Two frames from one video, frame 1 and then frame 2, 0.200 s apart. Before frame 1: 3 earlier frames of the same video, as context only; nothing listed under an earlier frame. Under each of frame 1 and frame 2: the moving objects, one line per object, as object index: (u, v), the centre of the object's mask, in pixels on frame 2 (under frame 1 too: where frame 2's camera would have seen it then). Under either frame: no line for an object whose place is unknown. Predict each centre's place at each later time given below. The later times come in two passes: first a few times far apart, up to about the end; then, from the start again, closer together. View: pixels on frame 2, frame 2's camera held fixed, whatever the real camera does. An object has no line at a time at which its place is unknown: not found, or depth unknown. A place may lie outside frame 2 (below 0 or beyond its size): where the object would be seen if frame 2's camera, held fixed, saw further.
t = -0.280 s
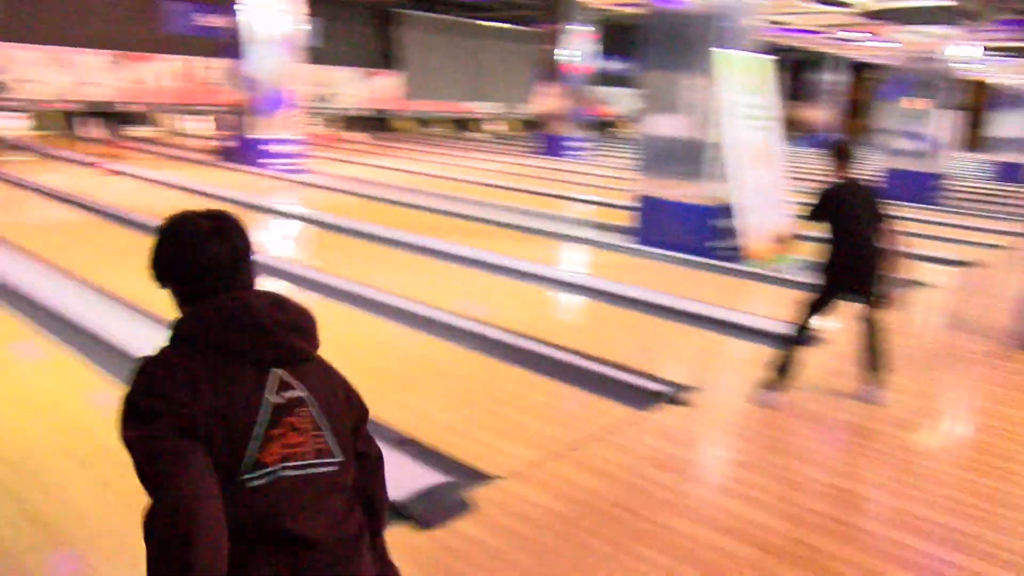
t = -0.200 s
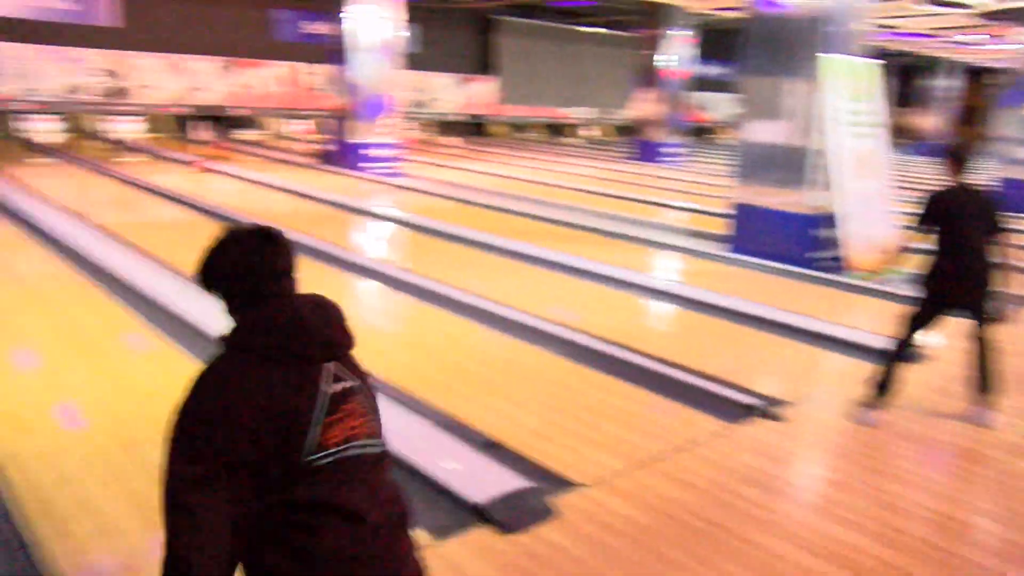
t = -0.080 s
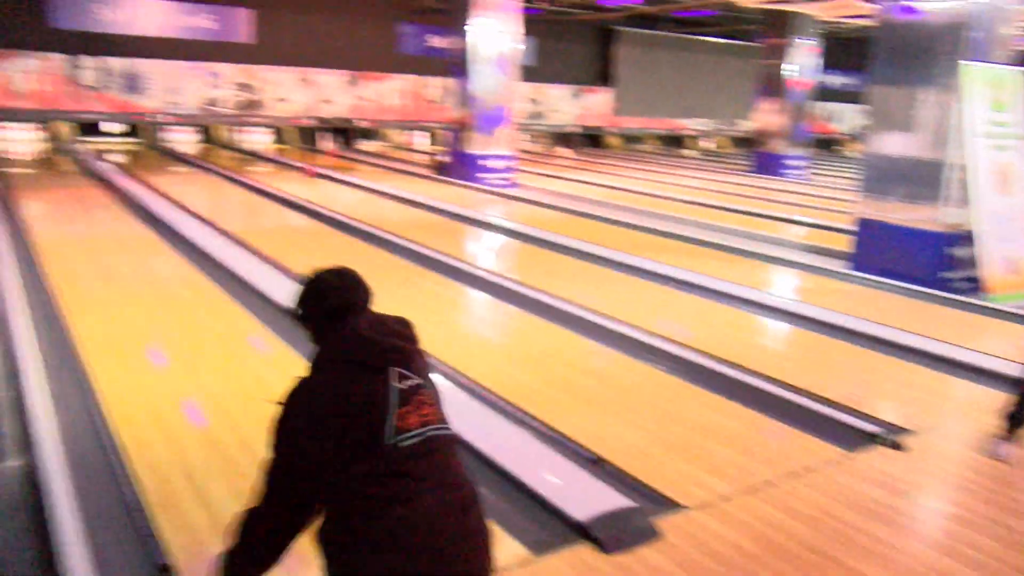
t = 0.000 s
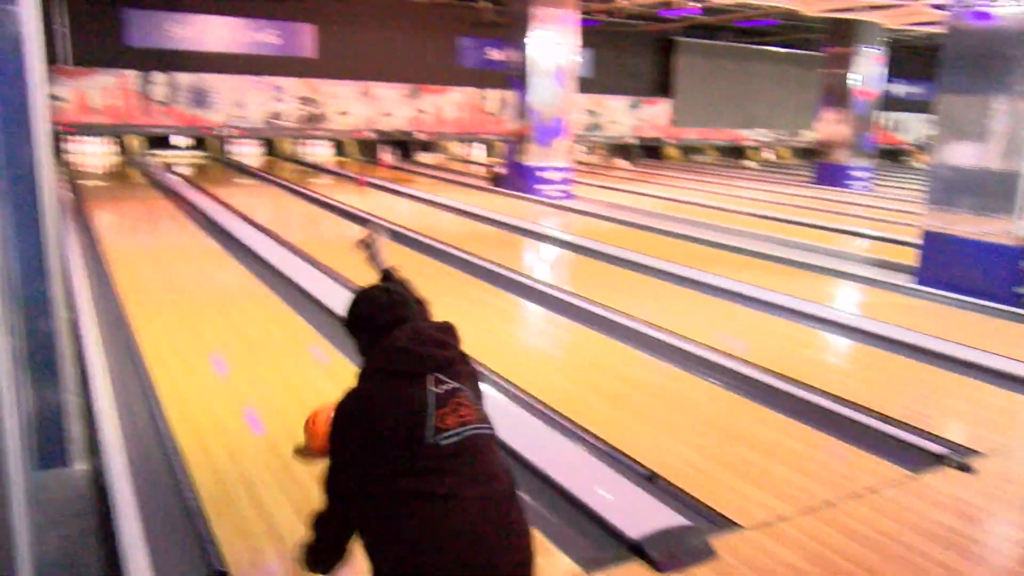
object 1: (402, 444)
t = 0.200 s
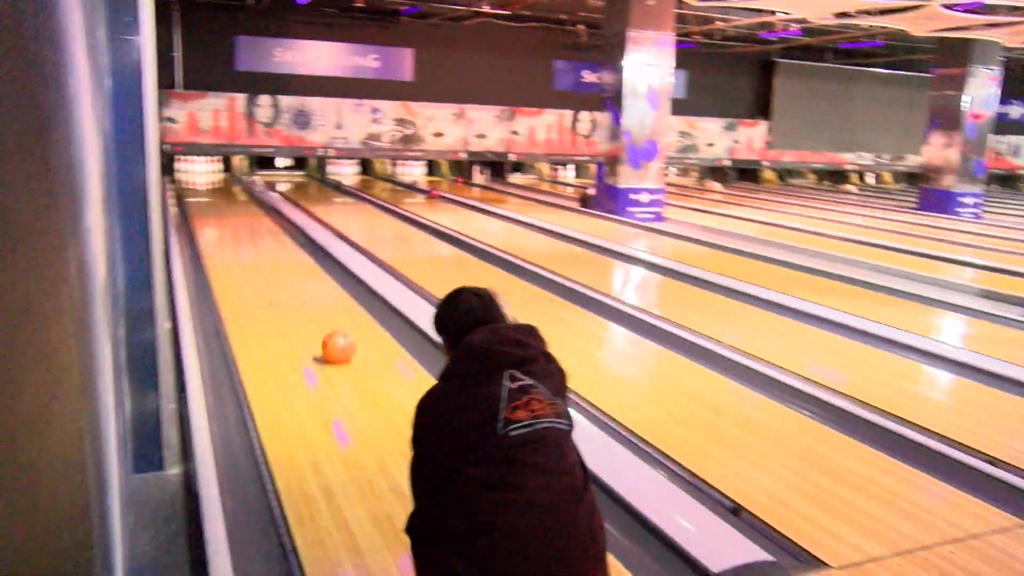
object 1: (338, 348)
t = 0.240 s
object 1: (328, 335)
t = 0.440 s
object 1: (291, 288)
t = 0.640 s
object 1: (268, 257)
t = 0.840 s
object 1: (251, 235)
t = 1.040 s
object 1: (241, 218)
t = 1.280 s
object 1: (230, 203)
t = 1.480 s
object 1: (222, 194)
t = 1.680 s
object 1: (217, 186)
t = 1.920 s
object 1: (211, 179)
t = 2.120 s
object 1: (206, 174)
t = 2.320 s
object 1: (206, 169)
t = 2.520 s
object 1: (212, 168)
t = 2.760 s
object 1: (220, 168)
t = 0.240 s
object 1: (328, 335)
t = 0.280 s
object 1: (319, 324)
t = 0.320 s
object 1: (311, 313)
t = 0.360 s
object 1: (305, 304)
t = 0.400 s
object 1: (298, 295)
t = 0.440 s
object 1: (291, 288)
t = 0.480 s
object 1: (286, 280)
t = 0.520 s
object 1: (281, 274)
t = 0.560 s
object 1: (276, 268)
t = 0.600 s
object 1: (272, 262)
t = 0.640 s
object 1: (268, 257)
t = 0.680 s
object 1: (264, 252)
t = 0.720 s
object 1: (261, 247)
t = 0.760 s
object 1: (257, 242)
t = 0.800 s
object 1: (254, 239)
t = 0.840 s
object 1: (251, 235)
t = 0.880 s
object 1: (249, 231)
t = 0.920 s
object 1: (246, 227)
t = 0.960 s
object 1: (244, 224)
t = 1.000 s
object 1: (242, 221)
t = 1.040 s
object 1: (241, 218)
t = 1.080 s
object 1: (238, 215)
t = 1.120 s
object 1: (237, 212)
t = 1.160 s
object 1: (235, 209)
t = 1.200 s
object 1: (232, 207)
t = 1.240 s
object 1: (231, 205)
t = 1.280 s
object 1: (230, 203)
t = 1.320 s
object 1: (228, 201)
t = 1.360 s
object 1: (227, 199)
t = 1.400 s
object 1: (225, 197)
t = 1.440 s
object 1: (224, 195)
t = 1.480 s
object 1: (222, 194)
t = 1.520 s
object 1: (221, 192)
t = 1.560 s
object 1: (220, 190)
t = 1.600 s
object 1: (219, 188)
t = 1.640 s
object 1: (218, 187)
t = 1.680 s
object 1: (217, 186)
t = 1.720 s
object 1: (216, 185)
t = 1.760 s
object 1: (215, 184)
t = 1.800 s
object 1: (214, 182)
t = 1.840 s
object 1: (212, 181)
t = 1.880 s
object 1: (211, 180)
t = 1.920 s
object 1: (211, 179)
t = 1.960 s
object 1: (209, 178)
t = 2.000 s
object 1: (208, 177)
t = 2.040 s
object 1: (207, 175)
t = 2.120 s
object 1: (206, 174)
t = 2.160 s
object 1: (206, 173)
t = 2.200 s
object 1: (205, 173)
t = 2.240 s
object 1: (204, 172)
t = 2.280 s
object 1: (204, 171)
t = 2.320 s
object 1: (206, 169)
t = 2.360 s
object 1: (207, 169)
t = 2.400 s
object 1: (208, 169)
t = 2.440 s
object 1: (210, 169)
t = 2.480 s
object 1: (211, 168)
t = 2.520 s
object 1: (212, 168)
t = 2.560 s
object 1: (215, 169)
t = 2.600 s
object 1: (217, 167)
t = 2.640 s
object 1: (217, 168)
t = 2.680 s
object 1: (217, 168)
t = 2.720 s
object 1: (219, 168)
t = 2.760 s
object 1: (220, 168)
